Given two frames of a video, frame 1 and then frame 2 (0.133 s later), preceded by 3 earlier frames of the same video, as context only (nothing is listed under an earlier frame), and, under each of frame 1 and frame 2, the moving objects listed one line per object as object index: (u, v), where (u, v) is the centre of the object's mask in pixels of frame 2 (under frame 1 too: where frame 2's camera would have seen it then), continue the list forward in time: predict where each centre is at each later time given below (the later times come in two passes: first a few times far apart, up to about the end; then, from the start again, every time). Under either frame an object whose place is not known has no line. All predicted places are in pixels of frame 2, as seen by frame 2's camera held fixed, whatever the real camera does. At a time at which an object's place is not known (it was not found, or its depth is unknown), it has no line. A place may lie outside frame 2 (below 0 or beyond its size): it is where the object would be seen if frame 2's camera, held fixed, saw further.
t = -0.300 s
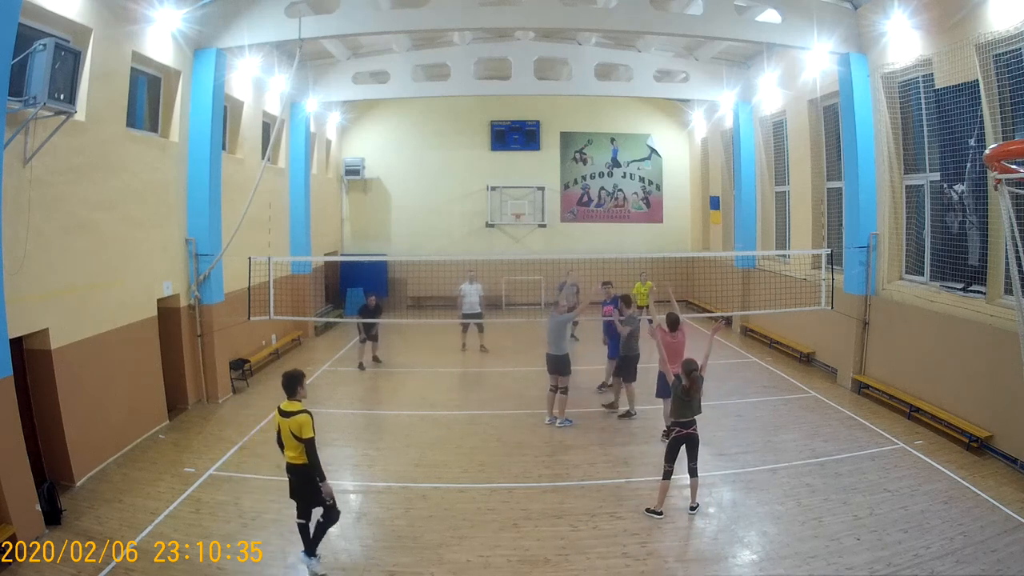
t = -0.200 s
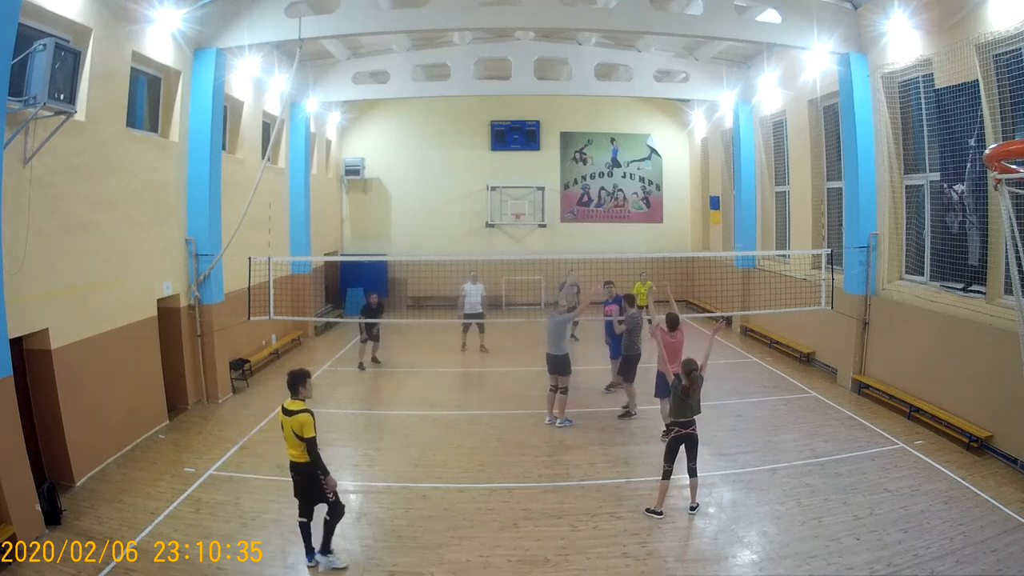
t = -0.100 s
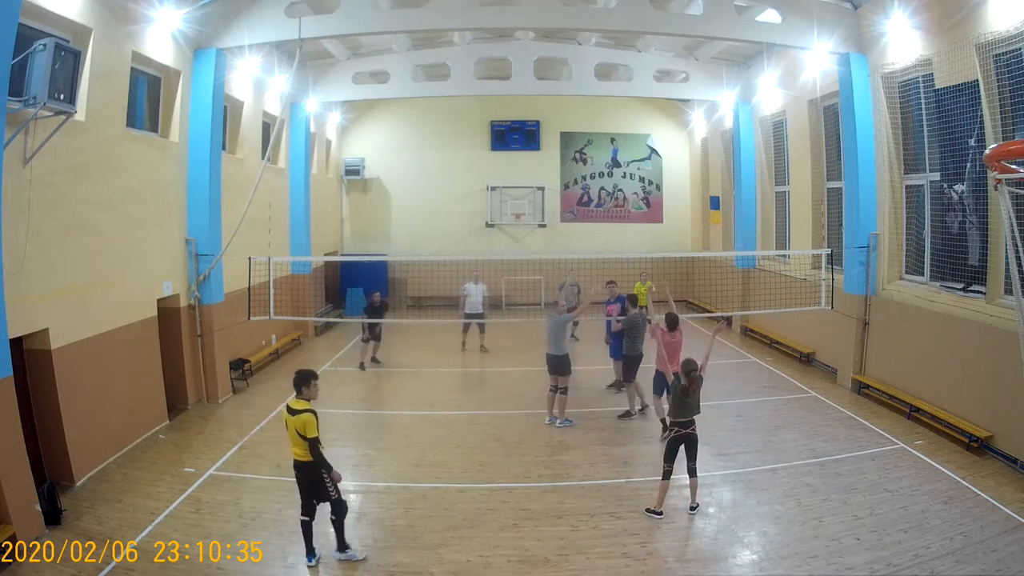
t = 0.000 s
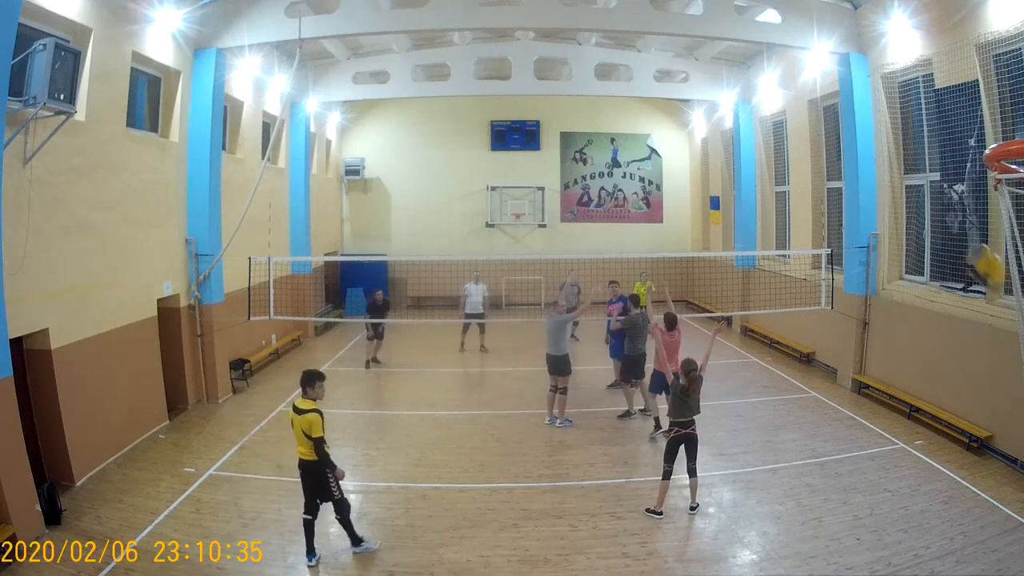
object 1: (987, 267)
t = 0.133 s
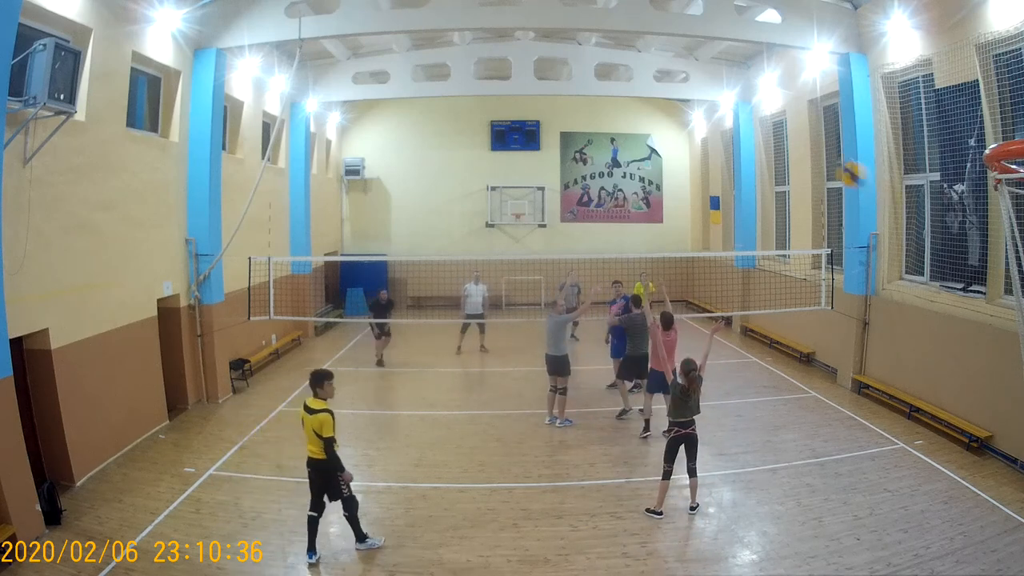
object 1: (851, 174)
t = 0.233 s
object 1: (781, 147)
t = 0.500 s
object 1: (682, 148)
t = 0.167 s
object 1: (827, 162)
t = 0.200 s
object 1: (805, 154)
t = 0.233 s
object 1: (781, 147)
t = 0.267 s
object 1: (767, 144)
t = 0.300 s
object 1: (750, 141)
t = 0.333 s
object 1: (734, 139)
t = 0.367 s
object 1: (723, 140)
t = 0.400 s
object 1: (712, 141)
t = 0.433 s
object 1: (700, 144)
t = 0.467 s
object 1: (690, 146)
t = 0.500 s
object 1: (682, 148)
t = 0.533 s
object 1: (671, 152)
